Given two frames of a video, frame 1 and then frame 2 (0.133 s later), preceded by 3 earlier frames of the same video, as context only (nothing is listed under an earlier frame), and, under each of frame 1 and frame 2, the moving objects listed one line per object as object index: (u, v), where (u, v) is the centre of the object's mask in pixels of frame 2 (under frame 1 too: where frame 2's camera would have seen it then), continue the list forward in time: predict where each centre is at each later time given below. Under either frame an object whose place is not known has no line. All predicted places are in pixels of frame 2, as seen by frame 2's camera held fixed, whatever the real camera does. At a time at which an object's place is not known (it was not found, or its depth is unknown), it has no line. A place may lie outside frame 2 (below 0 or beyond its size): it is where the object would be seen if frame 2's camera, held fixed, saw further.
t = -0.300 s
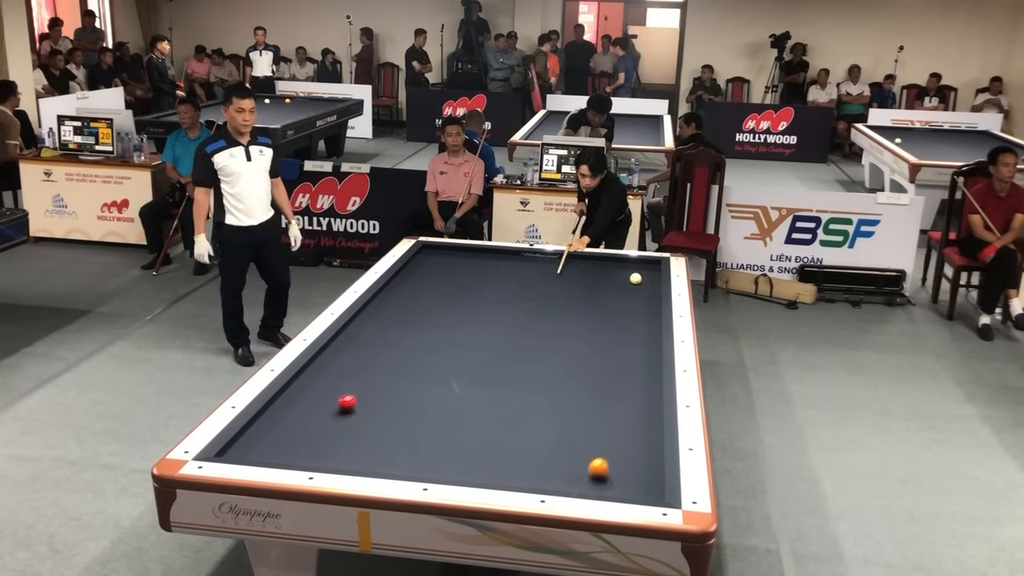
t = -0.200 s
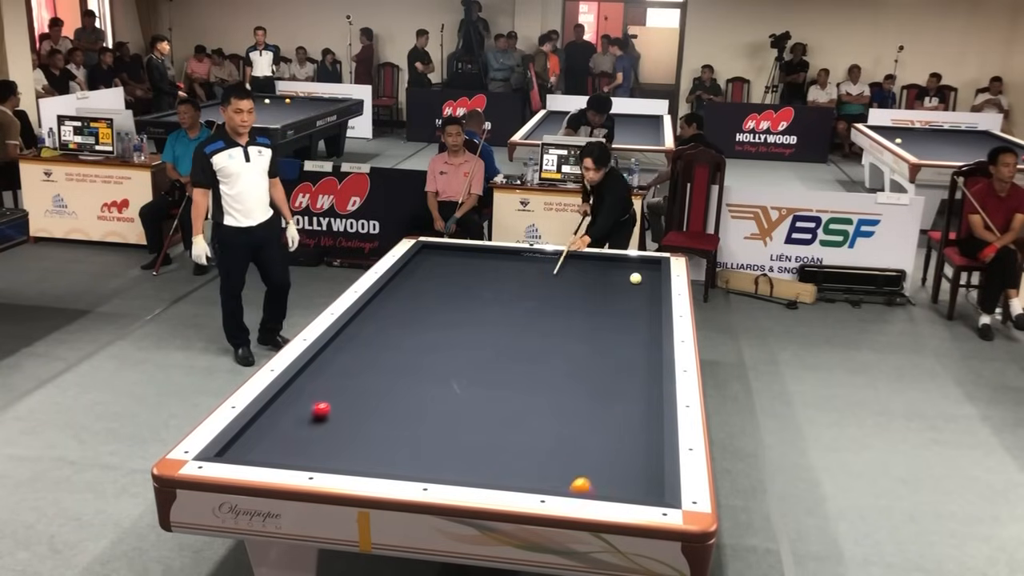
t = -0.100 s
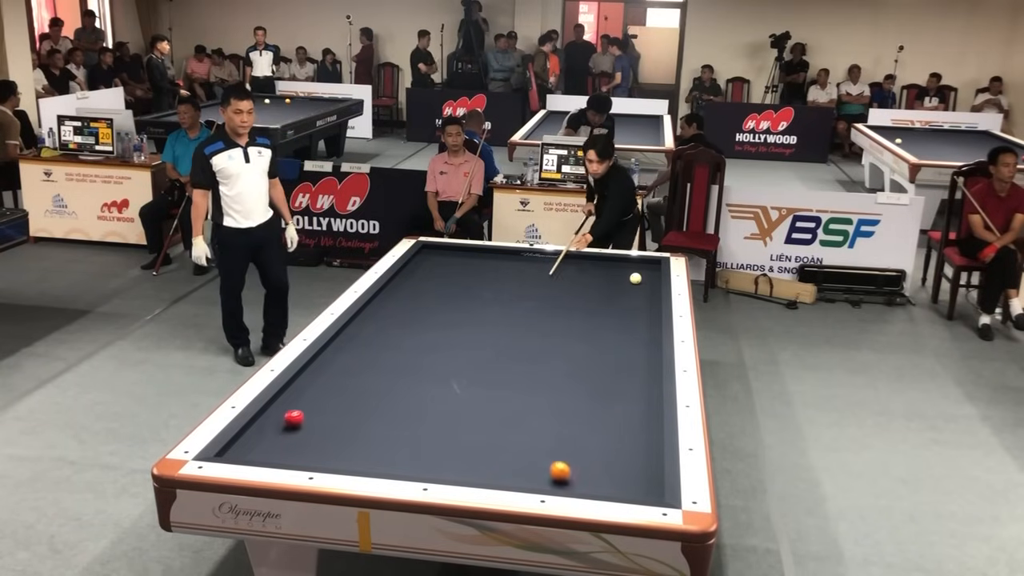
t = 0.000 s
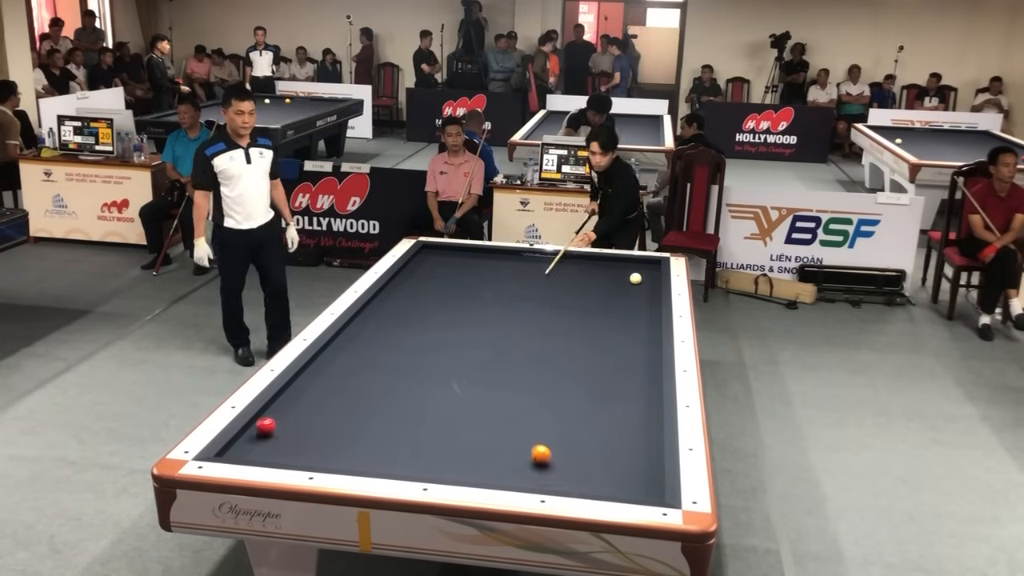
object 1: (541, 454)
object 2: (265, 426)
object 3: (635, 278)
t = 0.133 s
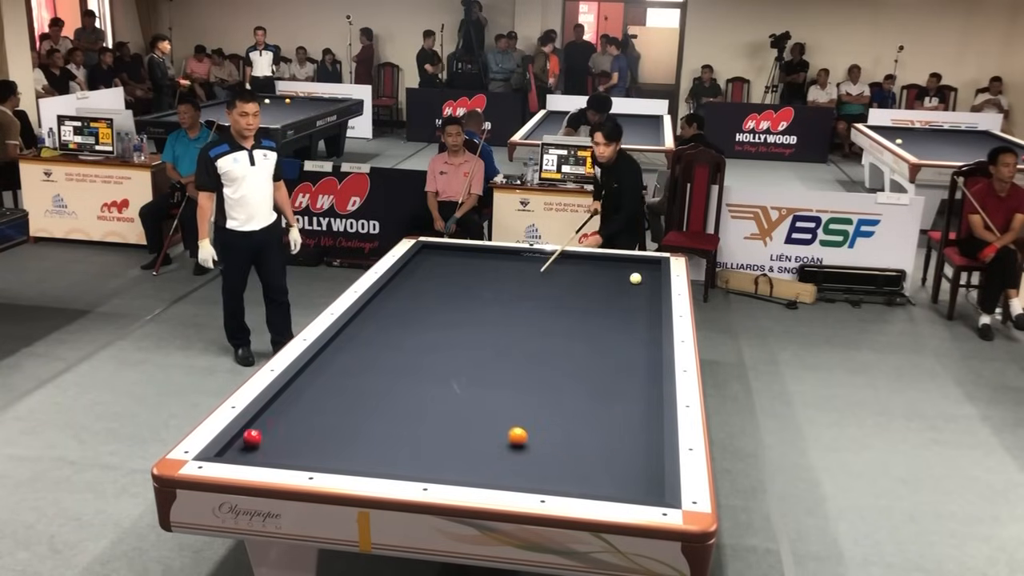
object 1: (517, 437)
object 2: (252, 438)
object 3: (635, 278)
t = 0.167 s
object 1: (512, 433)
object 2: (253, 442)
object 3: (635, 278)
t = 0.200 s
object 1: (506, 429)
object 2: (255, 445)
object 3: (635, 278)
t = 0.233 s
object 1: (501, 426)
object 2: (256, 448)
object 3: (635, 278)
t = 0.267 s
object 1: (496, 422)
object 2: (257, 450)
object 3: (635, 278)
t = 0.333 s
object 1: (485, 415)
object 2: (259, 454)
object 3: (635, 278)
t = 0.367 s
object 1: (480, 412)
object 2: (263, 454)
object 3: (635, 278)
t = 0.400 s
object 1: (475, 409)
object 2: (269, 453)
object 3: (635, 278)
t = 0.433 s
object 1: (470, 405)
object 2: (276, 452)
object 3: (635, 278)
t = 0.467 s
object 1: (466, 402)
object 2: (281, 452)
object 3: (635, 278)
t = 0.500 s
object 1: (461, 399)
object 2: (286, 450)
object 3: (635, 278)
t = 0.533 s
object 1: (456, 396)
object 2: (291, 449)
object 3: (635, 278)
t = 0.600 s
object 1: (448, 390)
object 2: (302, 447)
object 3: (635, 278)
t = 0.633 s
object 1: (443, 387)
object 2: (307, 446)
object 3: (635, 278)
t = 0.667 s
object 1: (439, 384)
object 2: (311, 445)
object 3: (635, 278)
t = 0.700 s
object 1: (434, 381)
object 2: (316, 444)
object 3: (635, 278)
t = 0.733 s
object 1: (430, 379)
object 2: (321, 443)
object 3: (635, 278)
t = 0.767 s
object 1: (426, 376)
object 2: (326, 441)
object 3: (635, 278)
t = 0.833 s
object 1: (418, 371)
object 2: (336, 439)
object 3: (635, 278)
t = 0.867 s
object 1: (414, 368)
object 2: (341, 438)
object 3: (635, 278)
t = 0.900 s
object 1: (410, 365)
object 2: (346, 437)
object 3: (635, 278)
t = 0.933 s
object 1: (406, 363)
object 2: (350, 436)
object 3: (635, 278)
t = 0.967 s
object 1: (402, 360)
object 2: (355, 434)
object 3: (635, 278)
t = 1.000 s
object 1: (399, 358)
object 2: (360, 433)
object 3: (635, 278)
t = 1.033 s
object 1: (395, 355)
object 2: (364, 432)
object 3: (635, 278)
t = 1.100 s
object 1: (388, 351)
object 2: (373, 431)
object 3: (635, 278)
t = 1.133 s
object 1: (384, 348)
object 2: (378, 429)
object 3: (635, 278)
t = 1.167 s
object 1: (381, 346)
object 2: (382, 429)
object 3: (635, 278)
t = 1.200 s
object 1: (377, 344)
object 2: (387, 427)
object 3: (635, 278)
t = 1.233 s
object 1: (374, 342)
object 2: (391, 427)
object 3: (635, 278)
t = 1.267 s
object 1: (370, 340)
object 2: (395, 426)
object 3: (635, 278)
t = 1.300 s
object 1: (367, 337)
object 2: (400, 424)
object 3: (635, 278)
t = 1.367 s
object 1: (361, 333)
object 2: (408, 423)
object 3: (635, 278)
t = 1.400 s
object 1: (357, 331)
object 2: (412, 422)
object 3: (635, 278)
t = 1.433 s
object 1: (354, 329)
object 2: (417, 421)
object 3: (635, 278)
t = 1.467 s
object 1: (351, 327)
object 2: (421, 420)
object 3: (635, 278)
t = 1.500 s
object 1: (352, 325)
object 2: (425, 419)
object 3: (635, 278)
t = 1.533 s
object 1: (357, 324)
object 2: (429, 418)
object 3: (635, 278)
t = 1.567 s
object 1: (362, 323)
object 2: (433, 417)
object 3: (635, 278)
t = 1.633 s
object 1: (370, 320)
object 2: (441, 415)
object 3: (635, 278)
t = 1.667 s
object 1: (374, 318)
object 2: (444, 414)
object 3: (635, 278)
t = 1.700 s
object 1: (378, 317)
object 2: (449, 413)
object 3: (635, 278)
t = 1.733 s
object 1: (382, 316)
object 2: (452, 412)
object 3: (635, 278)
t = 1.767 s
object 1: (386, 315)
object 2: (456, 411)
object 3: (635, 278)
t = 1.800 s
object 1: (390, 313)
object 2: (460, 410)
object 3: (635, 278)
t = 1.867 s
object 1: (398, 311)
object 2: (467, 408)
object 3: (635, 278)
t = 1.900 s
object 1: (401, 310)
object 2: (471, 408)
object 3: (635, 278)
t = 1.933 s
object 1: (405, 308)
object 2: (474, 407)
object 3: (635, 278)
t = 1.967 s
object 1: (408, 307)
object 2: (478, 406)
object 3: (635, 278)
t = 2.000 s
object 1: (412, 306)
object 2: (482, 405)
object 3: (635, 278)
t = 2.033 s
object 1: (416, 304)
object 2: (485, 404)
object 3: (635, 278)
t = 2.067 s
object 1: (419, 303)
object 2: (489, 404)
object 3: (635, 278)
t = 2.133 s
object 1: (426, 301)
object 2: (496, 402)
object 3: (635, 278)
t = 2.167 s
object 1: (429, 300)
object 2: (499, 401)
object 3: (635, 278)
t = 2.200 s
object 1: (432, 299)
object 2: (502, 401)
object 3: (635, 278)
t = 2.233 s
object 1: (436, 298)
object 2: (506, 400)
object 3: (635, 278)
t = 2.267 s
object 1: (439, 297)
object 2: (509, 399)
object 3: (635, 278)
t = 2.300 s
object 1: (442, 295)
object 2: (513, 398)
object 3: (635, 278)
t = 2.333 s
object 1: (446, 294)
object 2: (516, 397)
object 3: (635, 278)
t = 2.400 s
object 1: (452, 292)
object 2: (523, 396)
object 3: (635, 278)
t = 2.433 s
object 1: (455, 291)
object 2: (526, 395)
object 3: (635, 278)
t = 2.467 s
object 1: (458, 290)
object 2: (529, 394)
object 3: (635, 278)
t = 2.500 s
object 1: (461, 289)
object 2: (532, 394)
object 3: (635, 278)
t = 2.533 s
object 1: (464, 288)
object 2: (535, 393)
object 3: (635, 278)
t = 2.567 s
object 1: (467, 287)
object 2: (539, 393)
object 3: (635, 278)
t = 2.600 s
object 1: (470, 286)
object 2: (542, 392)
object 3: (635, 278)
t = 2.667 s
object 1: (476, 285)
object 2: (548, 390)
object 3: (635, 278)
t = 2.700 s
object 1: (479, 283)
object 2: (551, 390)
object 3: (635, 278)
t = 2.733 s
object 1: (481, 282)
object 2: (554, 389)
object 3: (635, 278)
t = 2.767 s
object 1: (484, 282)
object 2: (557, 388)
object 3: (635, 278)
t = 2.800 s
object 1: (487, 281)
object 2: (560, 388)
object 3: (635, 278)
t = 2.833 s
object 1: (490, 280)
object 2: (563, 387)
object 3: (635, 278)
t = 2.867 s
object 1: (492, 279)
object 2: (566, 386)
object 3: (635, 278)
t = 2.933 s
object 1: (498, 277)
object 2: (572, 385)
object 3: (635, 278)
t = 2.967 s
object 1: (500, 276)
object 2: (575, 384)
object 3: (635, 278)
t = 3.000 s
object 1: (503, 275)
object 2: (578, 384)
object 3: (635, 278)
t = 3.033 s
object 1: (506, 274)
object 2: (581, 383)
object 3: (635, 278)
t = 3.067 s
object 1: (508, 273)
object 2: (583, 382)
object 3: (635, 278)
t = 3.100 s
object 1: (511, 273)
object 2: (586, 382)
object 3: (635, 278)
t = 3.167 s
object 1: (516, 271)
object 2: (592, 381)
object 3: (635, 278)
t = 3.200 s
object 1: (518, 270)
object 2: (594, 380)
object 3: (635, 278)
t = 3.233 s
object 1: (521, 269)
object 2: (597, 380)
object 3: (635, 278)
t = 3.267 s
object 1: (523, 269)
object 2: (600, 379)
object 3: (635, 278)
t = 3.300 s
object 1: (526, 268)
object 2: (603, 378)
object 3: (635, 278)
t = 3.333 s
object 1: (528, 267)
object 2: (605, 378)
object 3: (635, 278)
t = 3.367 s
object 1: (531, 266)
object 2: (608, 377)
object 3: (635, 278)
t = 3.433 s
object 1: (535, 265)
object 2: (613, 376)
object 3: (635, 278)
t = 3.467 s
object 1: (538, 264)
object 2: (616, 375)
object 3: (635, 278)
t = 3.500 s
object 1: (540, 263)
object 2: (619, 375)
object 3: (635, 278)
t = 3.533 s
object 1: (542, 262)
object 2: (621, 374)
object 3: (635, 278)
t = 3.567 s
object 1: (544, 262)
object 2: (624, 374)
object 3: (635, 278)
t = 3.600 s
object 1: (546, 260)
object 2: (626, 373)
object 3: (635, 278)
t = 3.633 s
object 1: (549, 260)
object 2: (629, 373)
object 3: (635, 278)
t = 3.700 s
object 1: (553, 258)
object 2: (634, 372)
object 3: (635, 278)
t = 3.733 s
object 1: (555, 258)
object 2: (636, 371)
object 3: (635, 278)
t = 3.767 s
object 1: (557, 257)
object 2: (639, 371)
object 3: (635, 278)
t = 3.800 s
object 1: (559, 256)
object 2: (641, 370)
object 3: (635, 278)
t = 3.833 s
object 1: (562, 255)
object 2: (644, 369)
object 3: (635, 278)
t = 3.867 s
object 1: (564, 255)
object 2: (646, 369)
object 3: (635, 278)
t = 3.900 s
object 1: (566, 256)
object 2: (648, 368)
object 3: (635, 278)
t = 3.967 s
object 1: (569, 257)
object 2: (653, 367)
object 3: (635, 278)
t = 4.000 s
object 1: (571, 258)
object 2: (654, 367)
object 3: (635, 278)
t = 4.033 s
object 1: (573, 259)
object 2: (653, 366)
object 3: (635, 278)
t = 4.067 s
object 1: (575, 259)
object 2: (652, 366)
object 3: (635, 278)
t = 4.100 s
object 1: (577, 260)
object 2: (650, 365)
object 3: (635, 278)
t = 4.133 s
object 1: (579, 261)
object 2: (649, 364)
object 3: (635, 278)
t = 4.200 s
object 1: (583, 262)
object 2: (646, 363)
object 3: (635, 278)
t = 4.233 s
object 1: (585, 262)
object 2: (645, 362)
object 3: (635, 278)
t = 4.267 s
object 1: (587, 263)
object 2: (644, 362)
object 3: (635, 278)
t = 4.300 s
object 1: (588, 263)
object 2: (642, 361)
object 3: (635, 278)
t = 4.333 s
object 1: (591, 264)
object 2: (641, 360)
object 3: (635, 278)
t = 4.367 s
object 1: (593, 265)
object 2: (640, 360)
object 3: (635, 278)
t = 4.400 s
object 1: (594, 265)
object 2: (639, 359)
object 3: (635, 278)
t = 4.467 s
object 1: (598, 267)
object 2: (636, 358)
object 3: (635, 278)
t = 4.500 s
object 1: (600, 267)
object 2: (635, 357)
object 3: (635, 278)
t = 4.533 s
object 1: (602, 268)
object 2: (634, 356)
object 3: (635, 278)
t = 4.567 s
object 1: (604, 268)
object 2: (633, 355)
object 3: (635, 278)
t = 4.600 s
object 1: (606, 269)
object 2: (631, 355)
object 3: (635, 278)
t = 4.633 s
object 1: (608, 270)
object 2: (630, 355)
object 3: (635, 278)
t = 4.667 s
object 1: (610, 270)
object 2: (629, 354)
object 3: (635, 278)
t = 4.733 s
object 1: (614, 271)
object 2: (627, 353)
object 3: (635, 278)
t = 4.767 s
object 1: (616, 272)
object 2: (626, 352)
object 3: (635, 278)
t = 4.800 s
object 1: (618, 273)
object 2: (625, 352)
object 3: (635, 278)
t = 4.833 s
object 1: (620, 273)
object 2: (623, 351)
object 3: (635, 278)
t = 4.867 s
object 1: (622, 274)
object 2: (622, 350)
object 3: (635, 278)
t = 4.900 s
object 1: (623, 274)
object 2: (621, 350)
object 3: (635, 278)
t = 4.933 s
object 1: (625, 275)
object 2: (620, 349)
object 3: (636, 278)
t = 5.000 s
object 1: (627, 276)
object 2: (618, 348)
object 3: (638, 279)
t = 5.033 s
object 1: (627, 276)
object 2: (617, 348)
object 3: (639, 279)
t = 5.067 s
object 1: (628, 276)
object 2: (616, 347)
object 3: (641, 280)
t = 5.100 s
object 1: (628, 276)
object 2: (615, 347)
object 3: (642, 280)
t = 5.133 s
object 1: (629, 276)
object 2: (614, 346)
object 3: (643, 280)
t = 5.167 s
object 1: (629, 277)
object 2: (613, 346)
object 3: (645, 281)
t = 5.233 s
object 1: (630, 277)
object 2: (611, 345)
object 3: (647, 281)
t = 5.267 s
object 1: (630, 277)
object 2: (610, 344)
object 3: (649, 282)
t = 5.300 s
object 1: (630, 277)
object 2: (609, 344)
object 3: (650, 282)
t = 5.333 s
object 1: (631, 277)
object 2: (608, 343)
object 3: (651, 282)
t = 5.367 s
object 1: (631, 277)
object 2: (607, 343)
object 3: (653, 283)
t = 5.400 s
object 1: (631, 278)
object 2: (606, 342)
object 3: (654, 283)
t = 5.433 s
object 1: (632, 278)
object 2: (605, 342)
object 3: (655, 284)
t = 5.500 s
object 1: (632, 278)
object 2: (603, 341)
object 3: (654, 284)
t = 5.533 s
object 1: (633, 278)
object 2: (603, 340)
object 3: (653, 284)
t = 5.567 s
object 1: (633, 278)
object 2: (602, 340)
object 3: (652, 284)
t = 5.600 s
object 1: (633, 278)
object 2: (601, 340)
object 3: (652, 284)
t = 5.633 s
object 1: (634, 278)
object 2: (600, 339)
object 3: (651, 284)
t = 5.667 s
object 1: (634, 279)
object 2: (599, 339)
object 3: (650, 284)
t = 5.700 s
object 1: (634, 279)
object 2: (598, 338)
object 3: (650, 285)
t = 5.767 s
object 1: (635, 279)
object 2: (597, 337)
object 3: (648, 285)
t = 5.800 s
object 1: (635, 279)
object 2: (596, 337)
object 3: (648, 285)
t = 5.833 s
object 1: (636, 279)
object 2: (595, 337)
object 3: (647, 285)
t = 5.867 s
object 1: (636, 279)
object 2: (594, 336)
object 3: (646, 286)
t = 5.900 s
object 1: (636, 279)
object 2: (593, 336)
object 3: (646, 286)
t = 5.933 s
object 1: (636, 279)
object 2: (592, 335)
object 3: (645, 286)
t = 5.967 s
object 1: (636, 279)
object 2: (591, 335)
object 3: (645, 286)
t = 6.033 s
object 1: (636, 279)
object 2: (590, 334)
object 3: (643, 287)
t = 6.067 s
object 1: (637, 279)
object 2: (589, 334)
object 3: (643, 287)
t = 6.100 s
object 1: (637, 279)
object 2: (589, 333)
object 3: (642, 287)
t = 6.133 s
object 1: (637, 279)
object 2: (588, 333)
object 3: (642, 287)
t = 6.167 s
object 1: (637, 279)
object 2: (587, 333)
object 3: (641, 287)
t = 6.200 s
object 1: (638, 279)
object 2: (586, 332)
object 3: (641, 287)
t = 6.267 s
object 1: (638, 279)
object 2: (585, 332)
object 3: (639, 287)
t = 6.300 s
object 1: (639, 279)
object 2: (584, 331)
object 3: (639, 288)
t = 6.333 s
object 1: (640, 279)
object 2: (583, 331)
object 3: (638, 288)
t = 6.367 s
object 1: (639, 279)
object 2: (583, 330)
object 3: (638, 288)
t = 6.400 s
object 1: (640, 279)
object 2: (582, 330)
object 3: (637, 288)
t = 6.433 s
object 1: (640, 279)
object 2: (581, 330)
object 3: (636, 288)
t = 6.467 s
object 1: (640, 280)
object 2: (581, 329)
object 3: (636, 288)
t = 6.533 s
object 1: (641, 280)
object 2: (579, 328)
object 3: (635, 288)
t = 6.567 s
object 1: (641, 280)
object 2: (578, 328)
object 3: (634, 288)
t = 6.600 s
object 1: (641, 281)
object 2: (578, 328)
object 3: (633, 288)
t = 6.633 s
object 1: (641, 281)
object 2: (577, 328)
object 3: (633, 288)
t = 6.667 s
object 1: (641, 281)
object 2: (576, 327)
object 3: (632, 289)
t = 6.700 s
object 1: (641, 281)
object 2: (576, 327)
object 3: (632, 289)
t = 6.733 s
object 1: (641, 281)
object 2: (575, 327)
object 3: (632, 289)
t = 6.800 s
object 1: (641, 281)
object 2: (574, 326)
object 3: (631, 289)
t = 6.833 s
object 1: (641, 281)
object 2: (573, 326)
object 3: (630, 289)
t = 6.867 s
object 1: (641, 281)
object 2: (573, 326)
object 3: (630, 289)
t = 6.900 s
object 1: (641, 282)
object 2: (572, 325)
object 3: (629, 289)
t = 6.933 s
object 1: (641, 282)
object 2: (571, 325)
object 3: (629, 289)
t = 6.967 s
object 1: (642, 281)
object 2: (571, 325)
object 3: (628, 289)
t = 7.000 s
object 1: (641, 282)
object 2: (570, 324)
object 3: (628, 290)
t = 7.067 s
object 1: (641, 282)
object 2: (569, 324)
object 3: (627, 290)
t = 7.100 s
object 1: (641, 282)
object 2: (568, 323)
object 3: (626, 290)
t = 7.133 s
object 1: (642, 282)
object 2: (568, 323)
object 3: (626, 290)
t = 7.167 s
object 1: (641, 282)
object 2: (567, 323)
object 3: (626, 290)
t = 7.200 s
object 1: (641, 282)
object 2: (567, 323)
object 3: (625, 290)
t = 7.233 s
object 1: (642, 282)
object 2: (566, 323)
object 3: (625, 290)
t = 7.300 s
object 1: (642, 282)
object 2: (565, 322)
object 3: (624, 290)
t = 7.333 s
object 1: (642, 282)
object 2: (565, 322)
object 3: (624, 290)
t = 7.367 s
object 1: (642, 282)
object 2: (564, 322)
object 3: (623, 290)
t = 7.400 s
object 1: (641, 282)
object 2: (564, 322)
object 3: (623, 291)
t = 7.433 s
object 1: (642, 282)
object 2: (563, 321)
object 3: (623, 291)
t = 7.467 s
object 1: (642, 282)
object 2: (563, 321)
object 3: (622, 291)
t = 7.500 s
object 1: (642, 282)
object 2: (562, 321)
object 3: (622, 291)
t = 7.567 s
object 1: (641, 282)
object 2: (561, 320)
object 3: (621, 291)
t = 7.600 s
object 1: (642, 282)
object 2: (561, 320)
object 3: (621, 291)
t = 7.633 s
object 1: (642, 282)
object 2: (560, 320)
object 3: (621, 291)
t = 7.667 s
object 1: (642, 282)
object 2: (560, 320)
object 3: (620, 291)
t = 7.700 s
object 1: (641, 282)
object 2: (559, 319)
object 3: (620, 291)
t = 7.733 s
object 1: (641, 282)
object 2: (559, 319)
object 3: (619, 291)
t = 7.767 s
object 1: (641, 282)
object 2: (558, 319)
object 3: (619, 291)
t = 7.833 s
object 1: (641, 282)
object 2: (557, 319)
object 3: (619, 292)
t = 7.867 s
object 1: (642, 282)
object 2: (557, 318)
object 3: (618, 292)
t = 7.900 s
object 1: (641, 282)
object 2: (557, 318)
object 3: (618, 292)
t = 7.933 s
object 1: (642, 282)
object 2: (556, 318)
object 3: (618, 292)
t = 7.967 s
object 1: (641, 282)
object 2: (556, 318)
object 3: (617, 292)
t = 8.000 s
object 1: (641, 282)
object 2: (556, 318)
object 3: (617, 292)
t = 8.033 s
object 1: (641, 282)
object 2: (555, 317)
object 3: (617, 292)
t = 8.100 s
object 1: (642, 282)
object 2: (554, 317)
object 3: (616, 292)
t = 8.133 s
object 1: (641, 282)
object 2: (554, 317)
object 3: (616, 292)
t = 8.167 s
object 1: (641, 282)
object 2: (554, 317)
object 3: (616, 292)
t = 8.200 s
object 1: (642, 282)
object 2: (553, 316)
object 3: (615, 292)
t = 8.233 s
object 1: (641, 282)
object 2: (553, 316)
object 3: (615, 292)
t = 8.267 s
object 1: (641, 282)
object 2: (552, 316)
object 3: (615, 292)
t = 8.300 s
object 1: (641, 282)
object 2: (552, 316)
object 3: (615, 292)
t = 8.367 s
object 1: (642, 282)
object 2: (552, 316)
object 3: (614, 292)
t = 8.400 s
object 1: (641, 282)
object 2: (551, 315)
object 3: (614, 292)
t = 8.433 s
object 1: (641, 282)
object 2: (551, 315)
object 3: (614, 293)
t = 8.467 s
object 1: (642, 282)
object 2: (551, 315)
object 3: (614, 293)
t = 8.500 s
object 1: (642, 282)
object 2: (550, 315)
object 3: (614, 293)
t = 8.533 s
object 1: (642, 282)
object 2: (550, 315)
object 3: (614, 293)
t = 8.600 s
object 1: (642, 282)
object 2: (550, 314)
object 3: (613, 293)
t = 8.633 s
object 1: (642, 282)
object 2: (549, 314)
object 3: (613, 293)
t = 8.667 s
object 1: (642, 282)
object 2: (549, 314)
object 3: (613, 293)
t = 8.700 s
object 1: (641, 282)
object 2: (549, 314)
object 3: (613, 293)
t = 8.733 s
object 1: (641, 282)
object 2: (548, 314)
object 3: (613, 293)
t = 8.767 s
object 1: (641, 282)
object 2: (548, 314)
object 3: (612, 293)
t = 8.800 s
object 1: (642, 282)
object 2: (548, 314)
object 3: (612, 293)
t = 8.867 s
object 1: (641, 282)
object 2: (547, 314)
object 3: (612, 293)
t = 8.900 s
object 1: (641, 282)
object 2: (547, 314)
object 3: (612, 293)
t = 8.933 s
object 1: (641, 282)
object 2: (547, 314)
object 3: (612, 293)
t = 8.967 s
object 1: (641, 282)
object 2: (547, 313)
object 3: (612, 293)
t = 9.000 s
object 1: (641, 282)
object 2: (546, 313)
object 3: (612, 293)
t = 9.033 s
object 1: (641, 282)
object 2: (546, 313)
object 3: (612, 293)
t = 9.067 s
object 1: (642, 282)
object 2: (546, 313)
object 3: (612, 293)
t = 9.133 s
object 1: (641, 282)
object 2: (546, 313)
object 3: (612, 293)
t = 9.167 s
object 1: (641, 282)
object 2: (545, 313)
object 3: (612, 293)
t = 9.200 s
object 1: (641, 282)
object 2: (545, 312)
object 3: (612, 293)
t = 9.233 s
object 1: (641, 282)
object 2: (545, 312)
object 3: (612, 293)
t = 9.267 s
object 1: (641, 282)
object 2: (545, 312)
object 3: (612, 293)
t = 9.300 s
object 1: (641, 282)
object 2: (545, 312)
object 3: (612, 293)
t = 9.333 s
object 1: (641, 282)
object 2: (544, 312)
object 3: (612, 293)
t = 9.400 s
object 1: (641, 282)
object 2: (544, 312)
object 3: (612, 293)
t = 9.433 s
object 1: (642, 282)
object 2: (544, 312)
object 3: (612, 293)
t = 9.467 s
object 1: (641, 282)
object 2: (544, 312)
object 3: (612, 293)
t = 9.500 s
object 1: (641, 282)
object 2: (544, 312)
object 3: (612, 293)
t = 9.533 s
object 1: (642, 282)
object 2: (543, 312)
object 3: (612, 293)
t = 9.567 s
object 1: (641, 282)
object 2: (543, 312)
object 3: (612, 293)
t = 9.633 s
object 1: (641, 282)
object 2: (543, 312)
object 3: (612, 293)
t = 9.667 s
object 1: (641, 282)
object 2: (543, 312)
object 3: (612, 293)
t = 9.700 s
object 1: (641, 282)
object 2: (543, 312)
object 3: (612, 293)
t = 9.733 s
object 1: (641, 282)
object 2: (543, 312)
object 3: (612, 293)
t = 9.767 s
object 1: (641, 282)
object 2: (543, 312)
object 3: (612, 293)
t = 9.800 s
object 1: (641, 282)
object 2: (543, 311)
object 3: (612, 293)
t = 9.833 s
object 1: (641, 282)
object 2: (543, 311)
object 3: (612, 293)
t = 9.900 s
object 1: (641, 282)
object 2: (543, 311)
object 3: (612, 293)
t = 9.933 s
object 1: (642, 282)
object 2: (542, 311)
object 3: (612, 293)
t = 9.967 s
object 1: (641, 282)
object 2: (542, 311)
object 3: (612, 293)
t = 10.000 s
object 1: (641, 282)
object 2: (542, 311)
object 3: (612, 293)
